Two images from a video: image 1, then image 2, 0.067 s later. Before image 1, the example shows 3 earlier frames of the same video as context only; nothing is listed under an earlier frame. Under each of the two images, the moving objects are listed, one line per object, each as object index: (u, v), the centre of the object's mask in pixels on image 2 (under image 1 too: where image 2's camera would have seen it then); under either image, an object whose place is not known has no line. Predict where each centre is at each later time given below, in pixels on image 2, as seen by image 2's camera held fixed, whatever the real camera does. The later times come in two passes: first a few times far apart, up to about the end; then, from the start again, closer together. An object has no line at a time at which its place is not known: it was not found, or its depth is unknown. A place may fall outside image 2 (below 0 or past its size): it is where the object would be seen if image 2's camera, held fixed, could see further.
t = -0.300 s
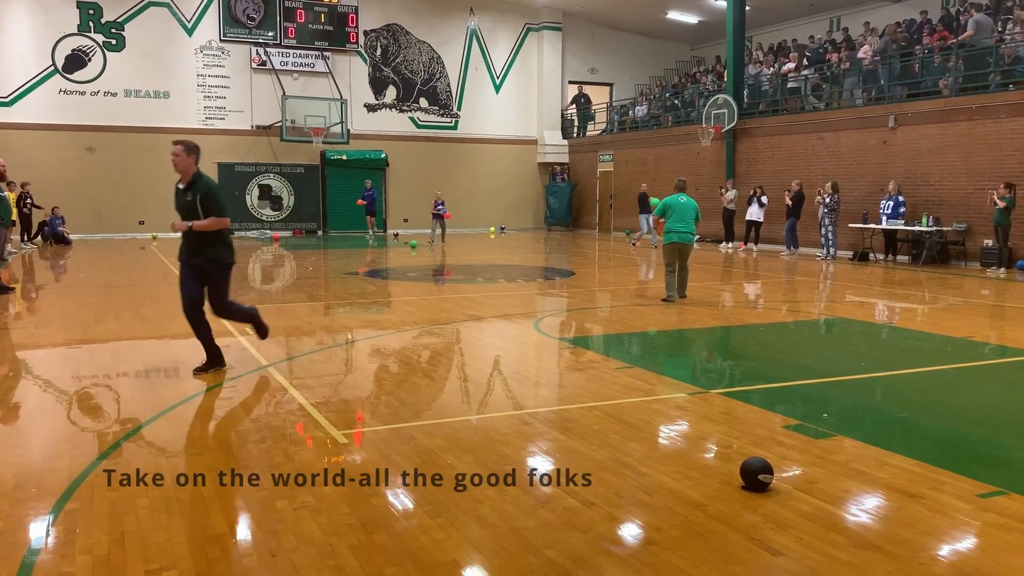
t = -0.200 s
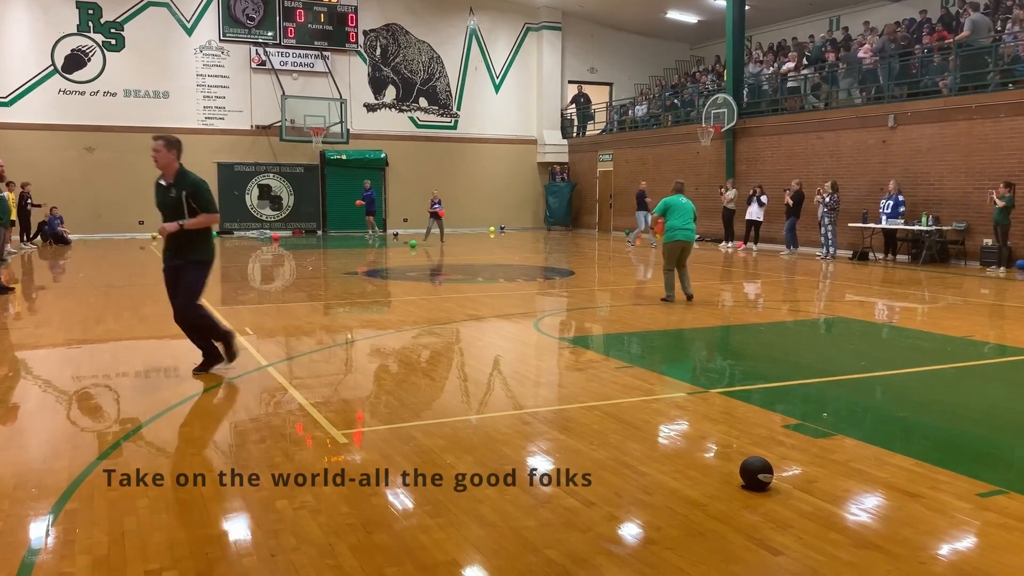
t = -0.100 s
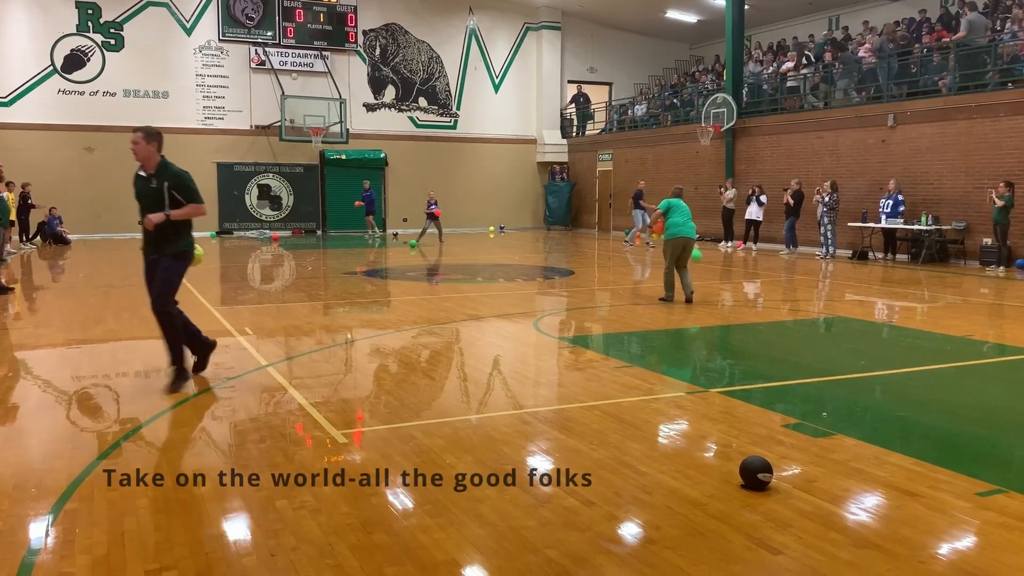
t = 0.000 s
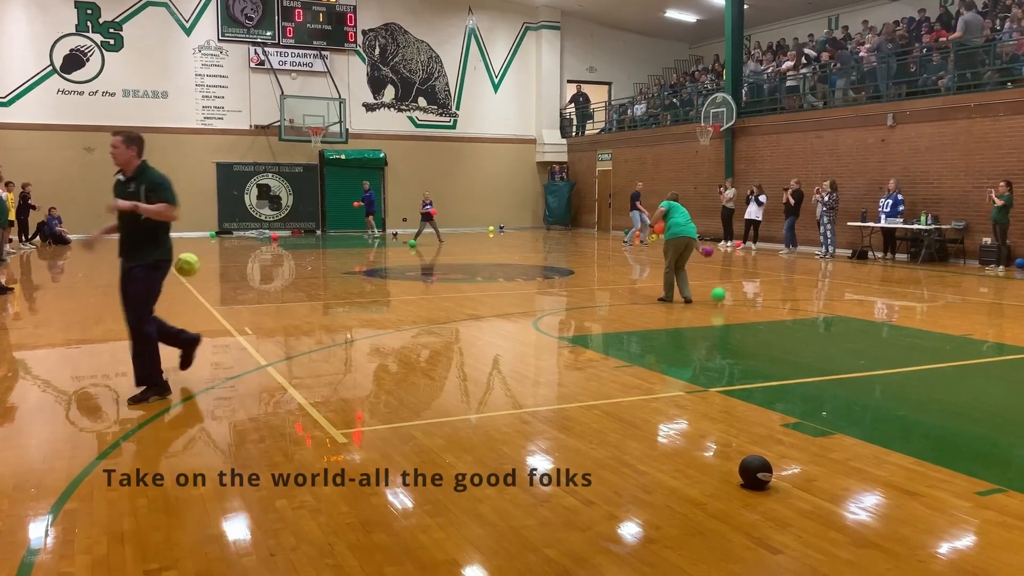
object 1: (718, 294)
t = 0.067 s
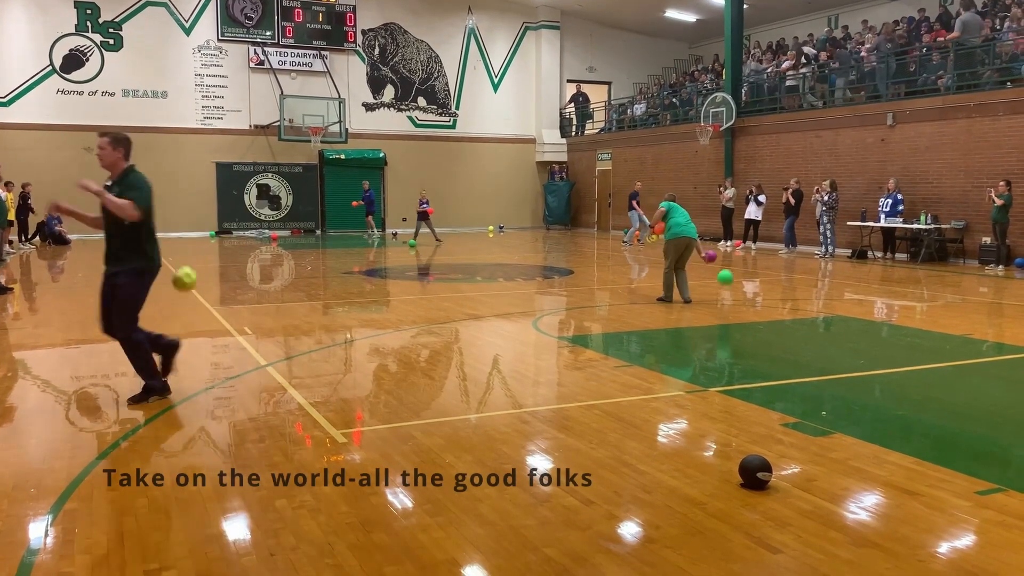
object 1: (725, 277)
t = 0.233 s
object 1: (747, 250)
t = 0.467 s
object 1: (786, 274)
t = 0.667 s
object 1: (834, 394)
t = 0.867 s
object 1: (925, 455)
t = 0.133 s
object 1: (733, 263)
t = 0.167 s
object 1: (738, 258)
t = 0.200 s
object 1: (742, 253)
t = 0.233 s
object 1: (747, 250)
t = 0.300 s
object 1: (756, 248)
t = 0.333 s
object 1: (762, 249)
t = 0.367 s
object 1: (767, 252)
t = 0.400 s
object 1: (773, 257)
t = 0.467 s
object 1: (786, 274)
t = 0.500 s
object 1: (792, 285)
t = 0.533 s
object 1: (799, 300)
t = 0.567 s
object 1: (807, 317)
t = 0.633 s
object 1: (824, 364)
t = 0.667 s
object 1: (834, 394)
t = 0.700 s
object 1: (844, 428)
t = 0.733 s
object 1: (857, 449)
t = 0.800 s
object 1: (887, 446)
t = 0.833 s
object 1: (905, 449)
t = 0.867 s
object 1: (925, 455)
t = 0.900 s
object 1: (948, 466)
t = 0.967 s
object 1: (1000, 505)
